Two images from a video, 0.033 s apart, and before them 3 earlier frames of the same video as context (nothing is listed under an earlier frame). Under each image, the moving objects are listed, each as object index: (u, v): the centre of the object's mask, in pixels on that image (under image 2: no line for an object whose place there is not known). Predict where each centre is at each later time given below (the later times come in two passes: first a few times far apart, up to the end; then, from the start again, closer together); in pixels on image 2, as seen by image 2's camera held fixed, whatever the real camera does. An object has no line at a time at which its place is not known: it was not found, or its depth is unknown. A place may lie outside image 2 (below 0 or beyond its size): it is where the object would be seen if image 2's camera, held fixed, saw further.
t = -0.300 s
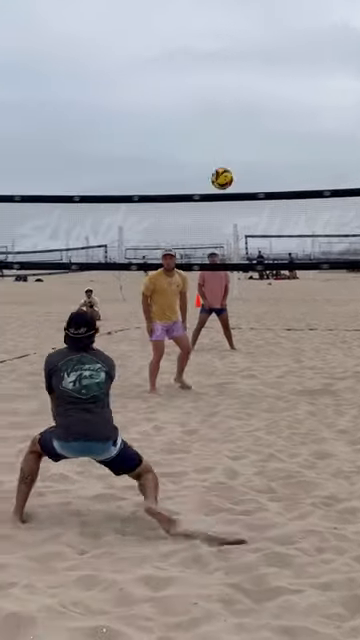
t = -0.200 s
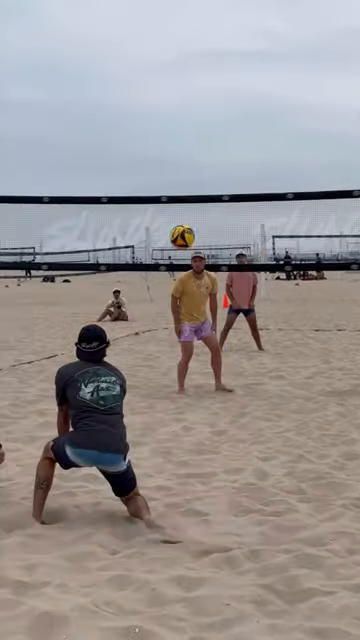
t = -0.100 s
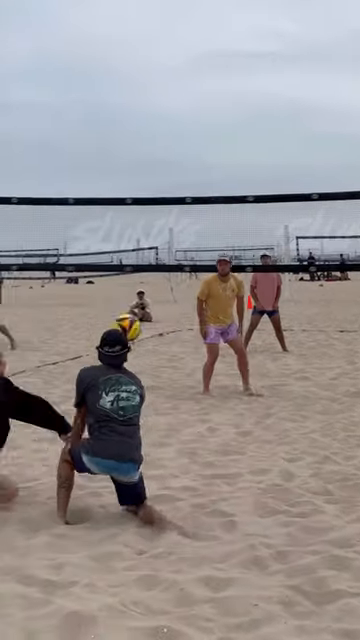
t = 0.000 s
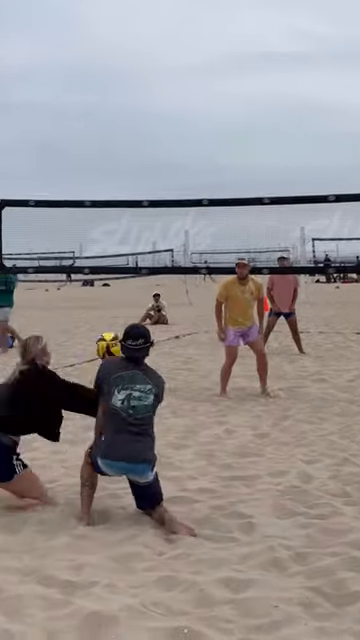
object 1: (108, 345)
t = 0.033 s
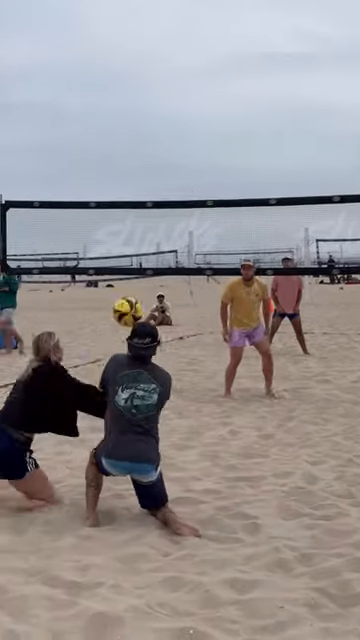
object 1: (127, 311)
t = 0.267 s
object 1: (209, 128)
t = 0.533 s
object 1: (276, 30)
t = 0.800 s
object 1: (326, 19)
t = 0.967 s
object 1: (354, 48)
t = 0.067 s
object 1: (140, 278)
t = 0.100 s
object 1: (153, 247)
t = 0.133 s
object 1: (164, 219)
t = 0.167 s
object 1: (176, 194)
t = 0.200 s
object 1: (187, 169)
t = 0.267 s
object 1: (209, 128)
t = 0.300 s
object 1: (218, 110)
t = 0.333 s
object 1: (227, 93)
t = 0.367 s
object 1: (236, 79)
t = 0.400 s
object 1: (245, 66)
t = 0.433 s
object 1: (253, 55)
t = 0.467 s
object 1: (261, 45)
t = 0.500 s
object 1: (268, 37)
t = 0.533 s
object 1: (276, 30)
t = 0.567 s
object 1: (283, 24)
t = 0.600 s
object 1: (290, 20)
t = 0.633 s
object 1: (297, 17)
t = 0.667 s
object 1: (303, 15)
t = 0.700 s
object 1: (309, 14)
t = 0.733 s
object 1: (315, 15)
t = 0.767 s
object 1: (321, 17)
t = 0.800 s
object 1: (326, 19)
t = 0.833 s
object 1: (332, 23)
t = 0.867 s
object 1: (338, 28)
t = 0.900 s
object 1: (343, 33)
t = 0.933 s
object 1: (349, 40)
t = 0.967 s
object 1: (354, 48)
